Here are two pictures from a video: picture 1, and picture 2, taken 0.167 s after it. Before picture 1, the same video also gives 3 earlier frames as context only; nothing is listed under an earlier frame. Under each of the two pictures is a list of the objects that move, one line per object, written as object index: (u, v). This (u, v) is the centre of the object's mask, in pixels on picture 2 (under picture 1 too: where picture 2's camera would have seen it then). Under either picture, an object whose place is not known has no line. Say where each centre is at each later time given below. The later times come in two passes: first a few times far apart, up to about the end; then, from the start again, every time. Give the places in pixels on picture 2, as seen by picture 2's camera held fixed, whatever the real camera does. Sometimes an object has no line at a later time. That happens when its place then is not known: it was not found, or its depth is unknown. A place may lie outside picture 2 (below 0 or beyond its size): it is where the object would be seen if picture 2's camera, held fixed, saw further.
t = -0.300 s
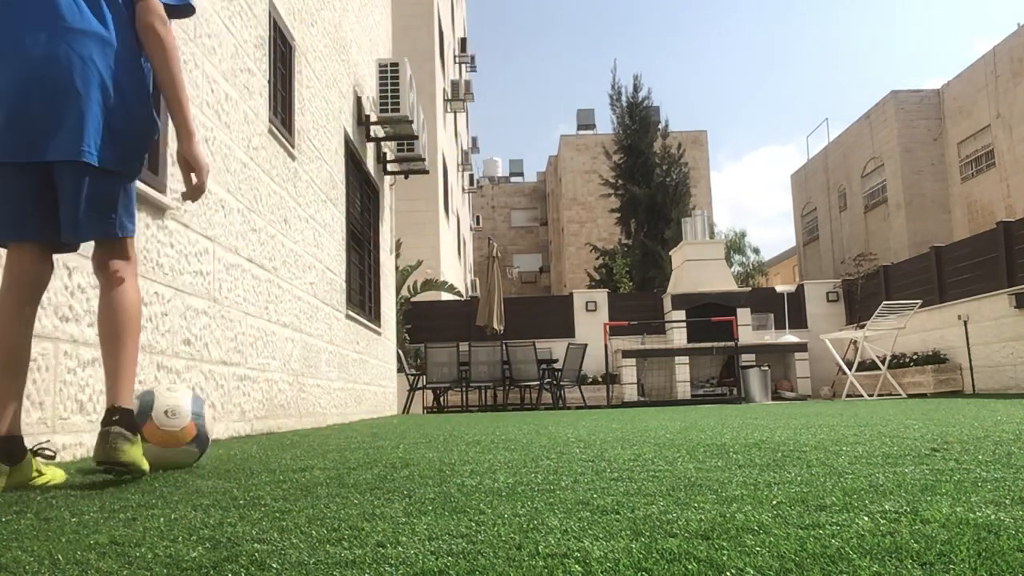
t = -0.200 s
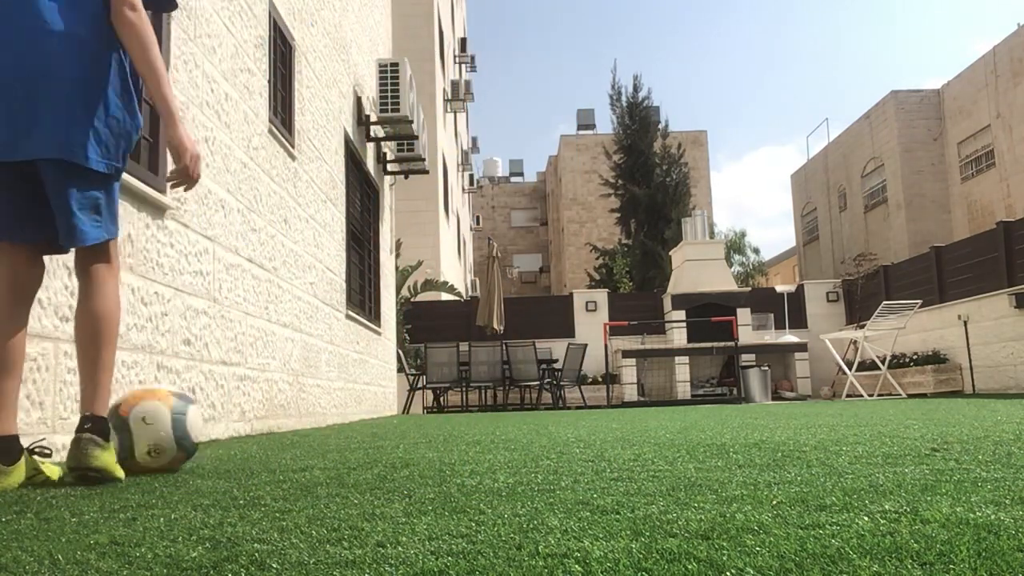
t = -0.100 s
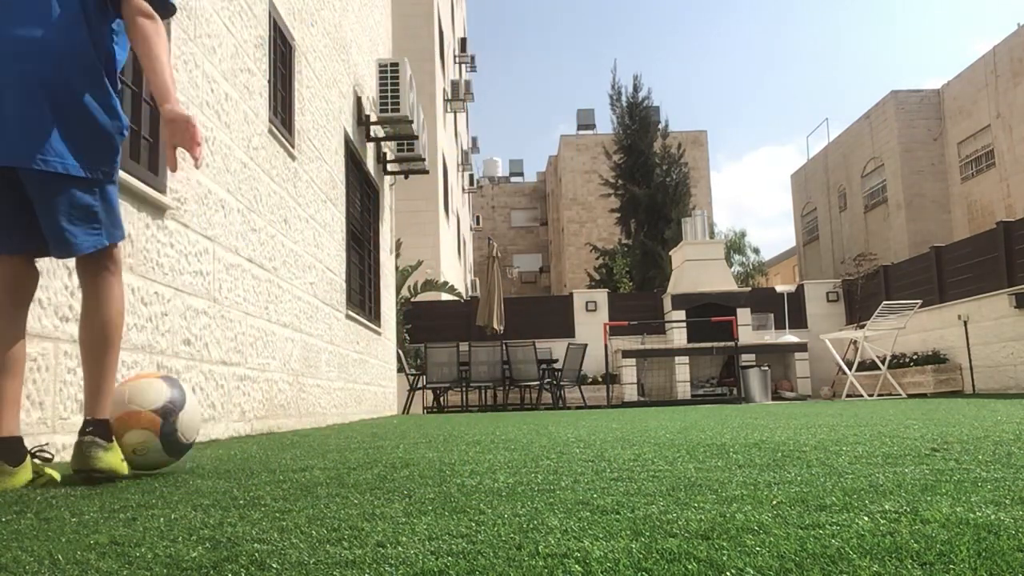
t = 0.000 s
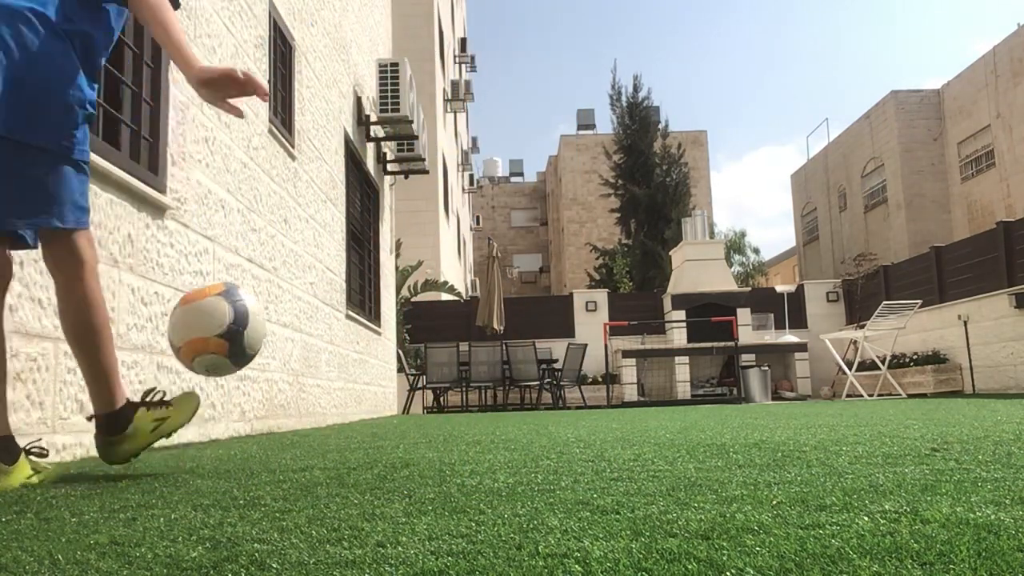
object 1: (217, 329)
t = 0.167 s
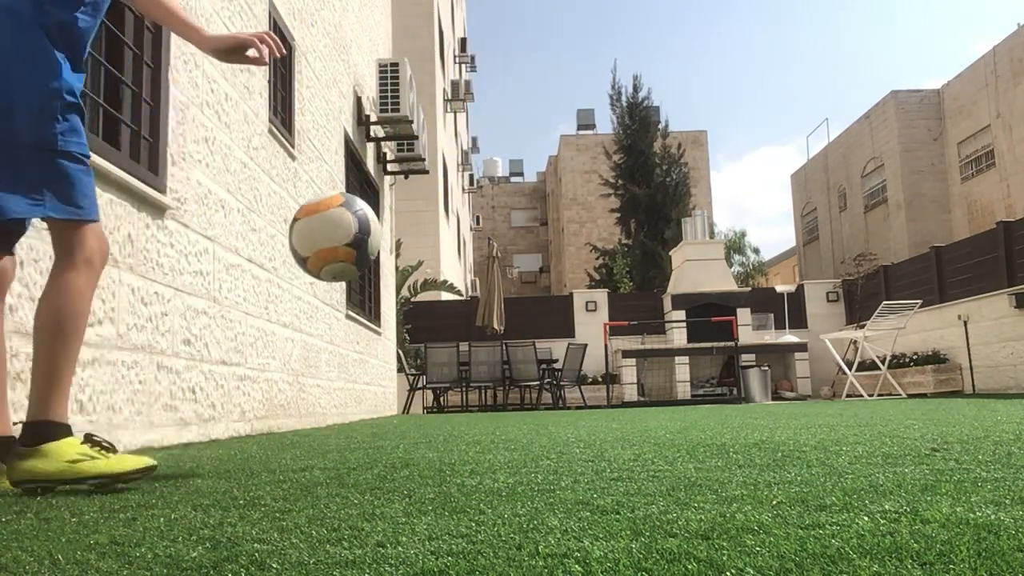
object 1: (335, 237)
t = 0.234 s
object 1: (379, 233)
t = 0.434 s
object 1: (512, 326)
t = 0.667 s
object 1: (614, 346)
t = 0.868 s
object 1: (675, 372)
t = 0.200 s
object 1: (357, 233)
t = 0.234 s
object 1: (379, 233)
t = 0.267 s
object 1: (402, 238)
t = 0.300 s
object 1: (424, 247)
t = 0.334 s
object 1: (446, 260)
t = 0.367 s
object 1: (468, 279)
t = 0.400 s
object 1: (490, 300)
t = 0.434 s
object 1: (512, 326)
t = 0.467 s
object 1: (535, 356)
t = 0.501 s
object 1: (557, 391)
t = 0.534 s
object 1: (579, 420)
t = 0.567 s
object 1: (587, 397)
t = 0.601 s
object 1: (596, 376)
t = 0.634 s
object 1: (606, 358)
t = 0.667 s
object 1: (614, 346)
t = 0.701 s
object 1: (623, 339)
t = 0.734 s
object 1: (634, 337)
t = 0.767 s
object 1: (644, 339)
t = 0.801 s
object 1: (654, 345)
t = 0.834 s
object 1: (664, 356)
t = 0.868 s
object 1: (675, 372)
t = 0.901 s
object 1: (686, 392)
